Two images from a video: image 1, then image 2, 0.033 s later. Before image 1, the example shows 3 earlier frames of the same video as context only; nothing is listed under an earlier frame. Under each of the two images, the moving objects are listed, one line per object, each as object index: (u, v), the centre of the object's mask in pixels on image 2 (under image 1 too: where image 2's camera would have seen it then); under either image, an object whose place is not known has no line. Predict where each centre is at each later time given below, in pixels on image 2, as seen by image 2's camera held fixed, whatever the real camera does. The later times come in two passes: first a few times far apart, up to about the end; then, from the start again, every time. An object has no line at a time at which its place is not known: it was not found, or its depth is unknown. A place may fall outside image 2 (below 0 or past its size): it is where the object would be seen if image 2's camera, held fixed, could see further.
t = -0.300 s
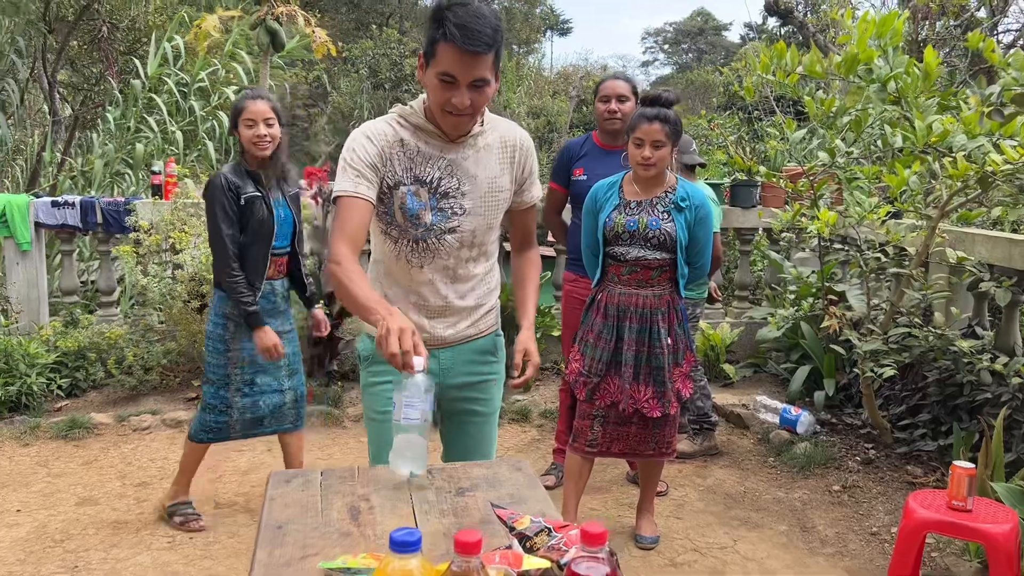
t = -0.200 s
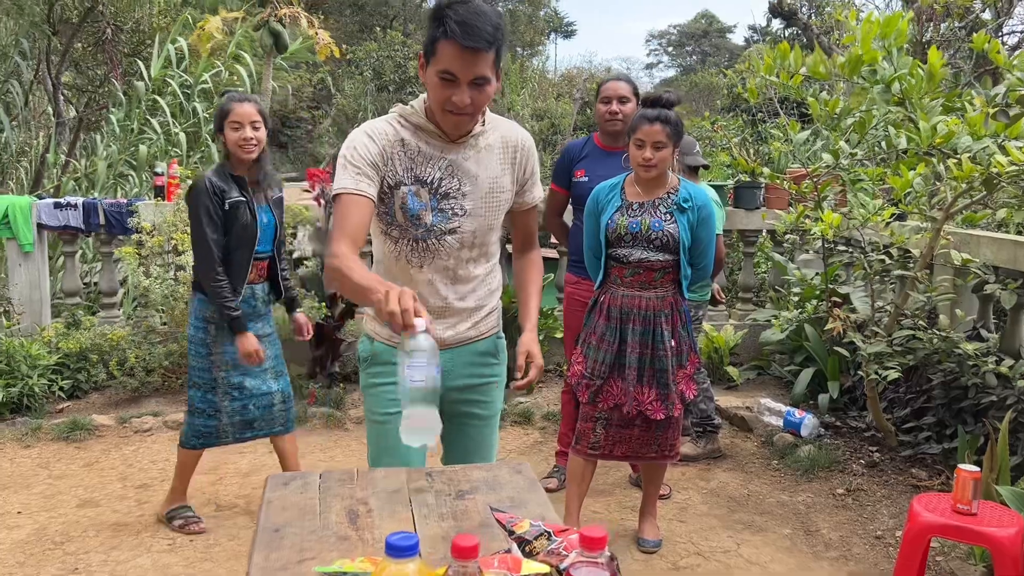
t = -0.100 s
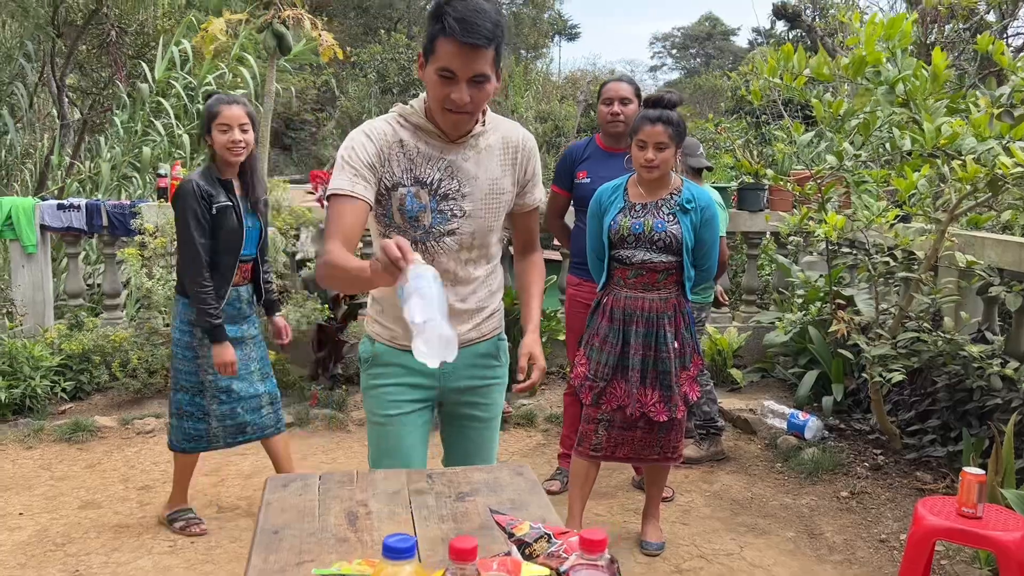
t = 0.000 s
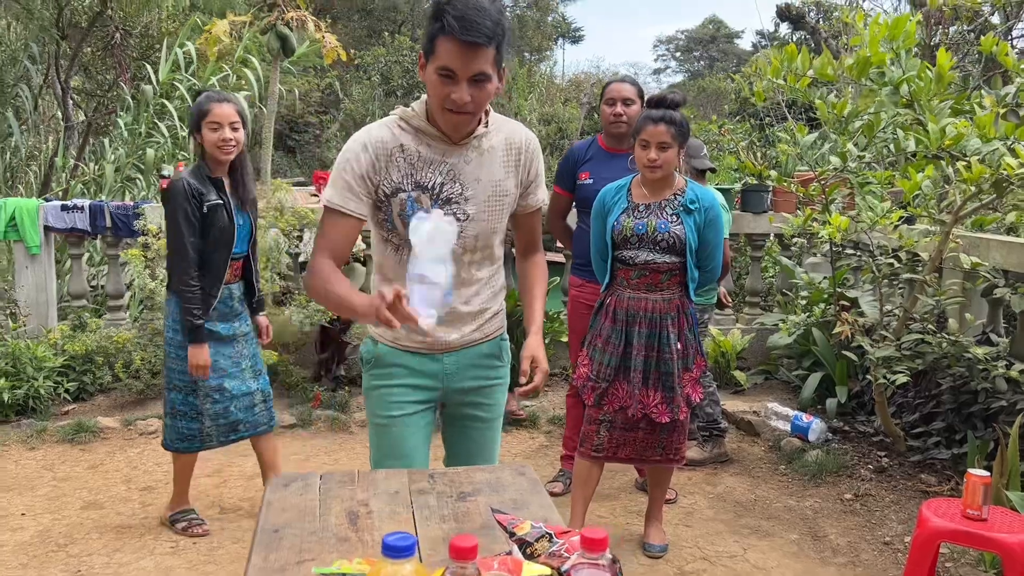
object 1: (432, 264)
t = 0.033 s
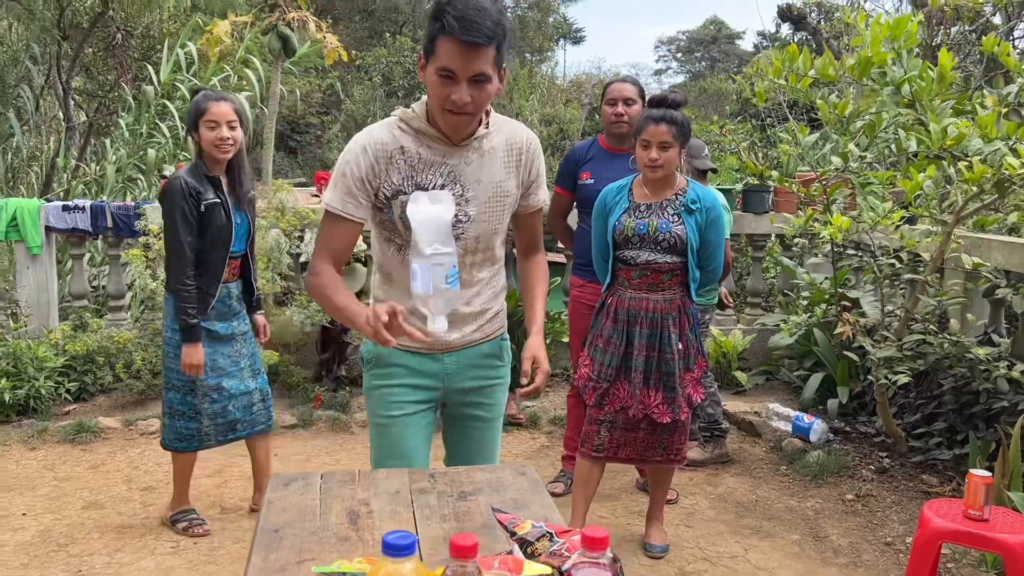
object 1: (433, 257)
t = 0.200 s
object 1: (422, 229)
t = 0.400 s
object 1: (403, 463)
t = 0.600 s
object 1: (398, 462)
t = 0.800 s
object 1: (408, 488)
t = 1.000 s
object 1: (409, 489)
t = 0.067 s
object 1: (433, 240)
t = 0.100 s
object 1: (431, 226)
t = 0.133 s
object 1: (428, 216)
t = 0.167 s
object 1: (425, 216)
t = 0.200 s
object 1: (422, 229)
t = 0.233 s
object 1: (420, 250)
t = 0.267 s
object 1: (416, 281)
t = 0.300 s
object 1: (413, 318)
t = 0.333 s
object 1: (409, 364)
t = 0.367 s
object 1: (405, 420)
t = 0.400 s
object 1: (403, 463)
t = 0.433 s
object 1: (403, 462)
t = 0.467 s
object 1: (399, 462)
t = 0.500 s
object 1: (396, 462)
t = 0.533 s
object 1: (396, 462)
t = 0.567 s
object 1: (397, 462)
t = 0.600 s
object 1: (398, 462)
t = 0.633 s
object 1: (400, 463)
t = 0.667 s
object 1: (401, 464)
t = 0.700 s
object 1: (404, 467)
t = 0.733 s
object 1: (405, 473)
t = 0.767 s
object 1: (407, 482)
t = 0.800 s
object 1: (408, 488)
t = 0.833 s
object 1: (408, 485)
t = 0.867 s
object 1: (408, 486)
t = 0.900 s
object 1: (408, 490)
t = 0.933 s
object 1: (408, 489)
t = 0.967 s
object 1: (409, 488)
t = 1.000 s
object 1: (409, 489)
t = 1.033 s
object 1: (409, 488)
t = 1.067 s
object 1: (407, 488)
